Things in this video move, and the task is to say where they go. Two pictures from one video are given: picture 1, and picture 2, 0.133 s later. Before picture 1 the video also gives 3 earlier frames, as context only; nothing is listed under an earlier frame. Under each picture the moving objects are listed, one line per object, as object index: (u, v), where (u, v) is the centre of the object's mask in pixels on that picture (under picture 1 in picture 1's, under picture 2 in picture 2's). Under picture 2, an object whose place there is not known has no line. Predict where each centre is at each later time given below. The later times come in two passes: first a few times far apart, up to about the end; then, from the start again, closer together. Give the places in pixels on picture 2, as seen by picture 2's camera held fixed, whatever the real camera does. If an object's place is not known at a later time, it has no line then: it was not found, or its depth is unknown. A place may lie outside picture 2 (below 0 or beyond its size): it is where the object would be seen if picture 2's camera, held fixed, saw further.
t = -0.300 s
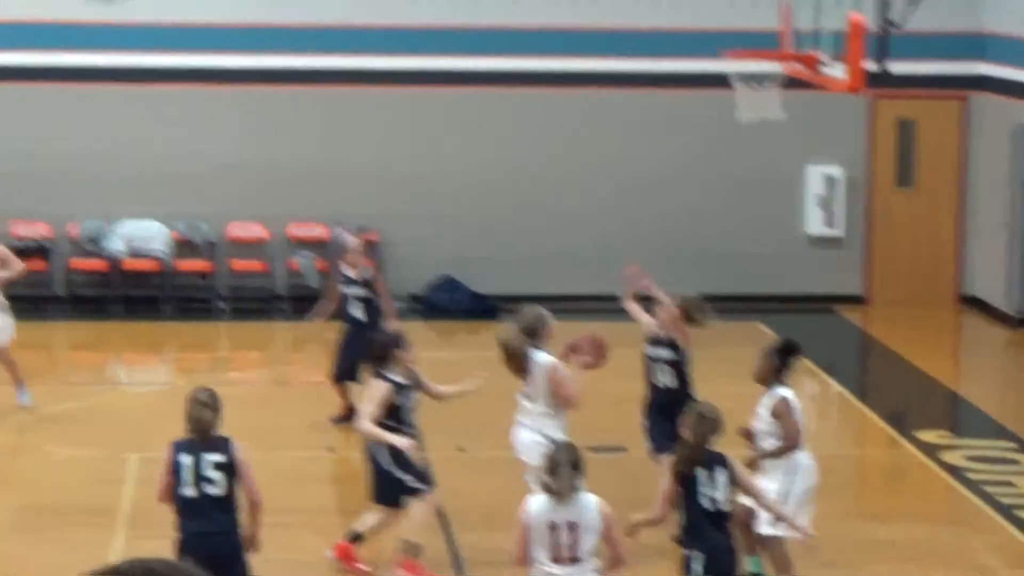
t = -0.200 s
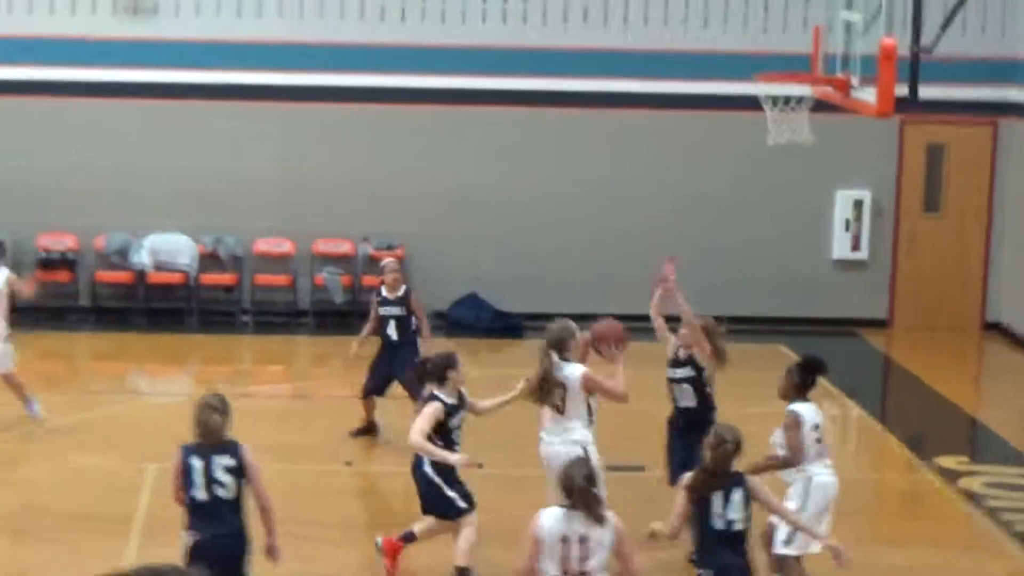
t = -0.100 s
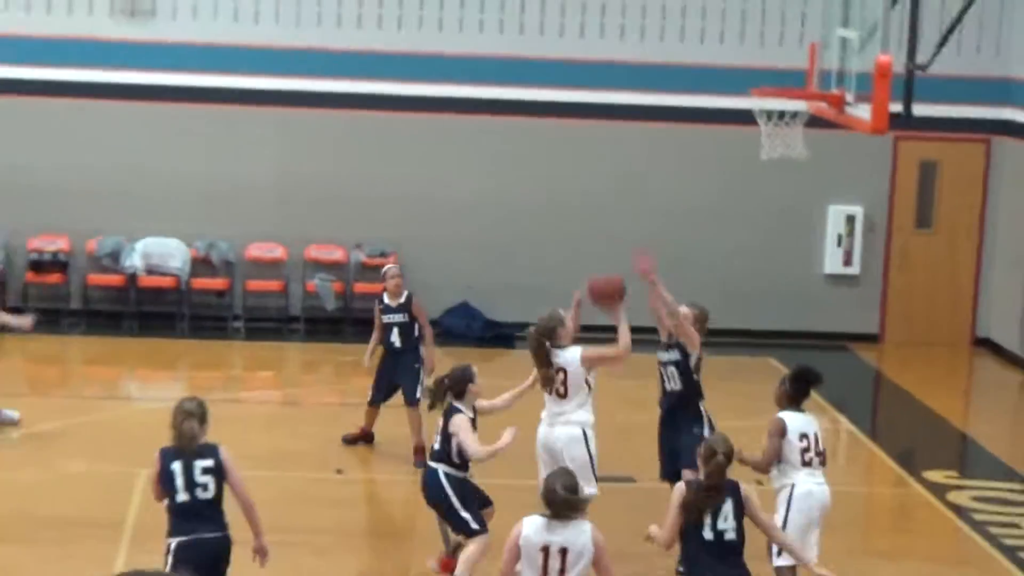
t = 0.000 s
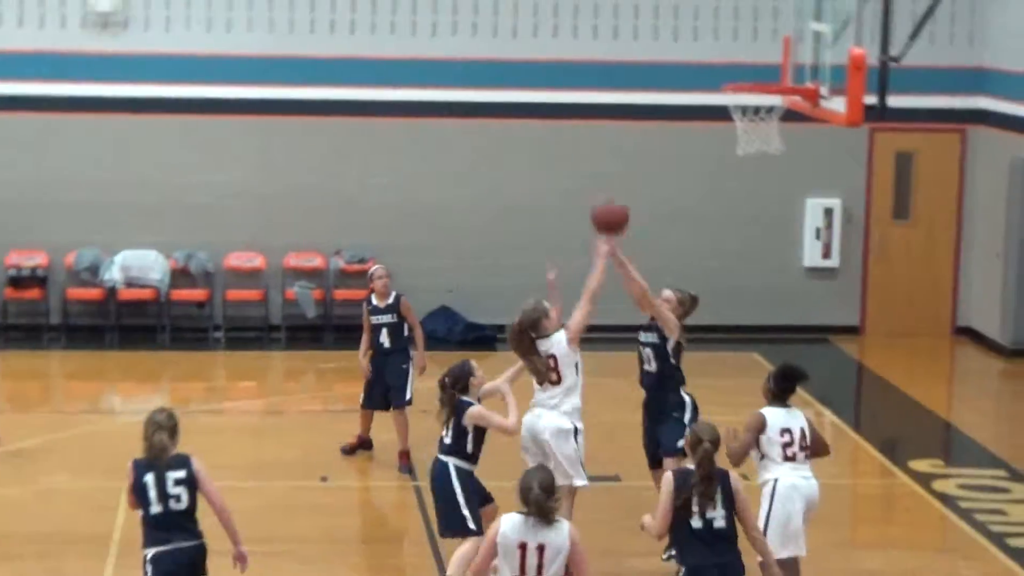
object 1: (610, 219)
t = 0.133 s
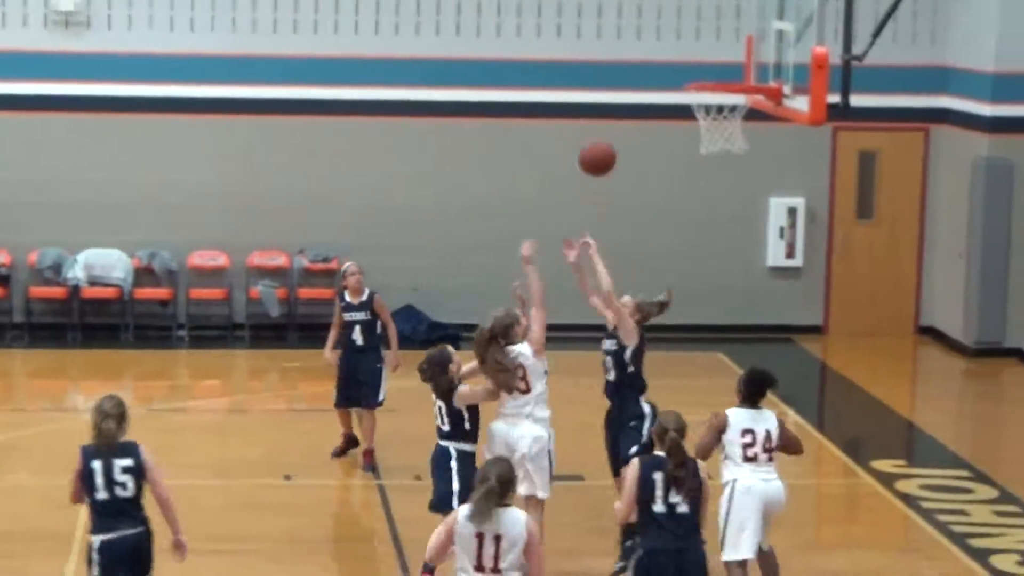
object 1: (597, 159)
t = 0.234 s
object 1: (613, 131)
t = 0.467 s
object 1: (648, 132)
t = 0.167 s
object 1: (602, 148)
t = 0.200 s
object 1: (608, 140)
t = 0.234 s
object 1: (613, 131)
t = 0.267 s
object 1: (619, 125)
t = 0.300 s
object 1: (625, 124)
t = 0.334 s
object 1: (629, 122)
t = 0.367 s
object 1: (633, 122)
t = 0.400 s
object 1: (638, 124)
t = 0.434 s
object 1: (643, 127)
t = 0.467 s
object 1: (648, 132)
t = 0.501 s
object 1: (653, 141)
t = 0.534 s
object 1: (656, 149)
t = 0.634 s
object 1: (674, 188)
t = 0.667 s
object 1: (677, 203)
